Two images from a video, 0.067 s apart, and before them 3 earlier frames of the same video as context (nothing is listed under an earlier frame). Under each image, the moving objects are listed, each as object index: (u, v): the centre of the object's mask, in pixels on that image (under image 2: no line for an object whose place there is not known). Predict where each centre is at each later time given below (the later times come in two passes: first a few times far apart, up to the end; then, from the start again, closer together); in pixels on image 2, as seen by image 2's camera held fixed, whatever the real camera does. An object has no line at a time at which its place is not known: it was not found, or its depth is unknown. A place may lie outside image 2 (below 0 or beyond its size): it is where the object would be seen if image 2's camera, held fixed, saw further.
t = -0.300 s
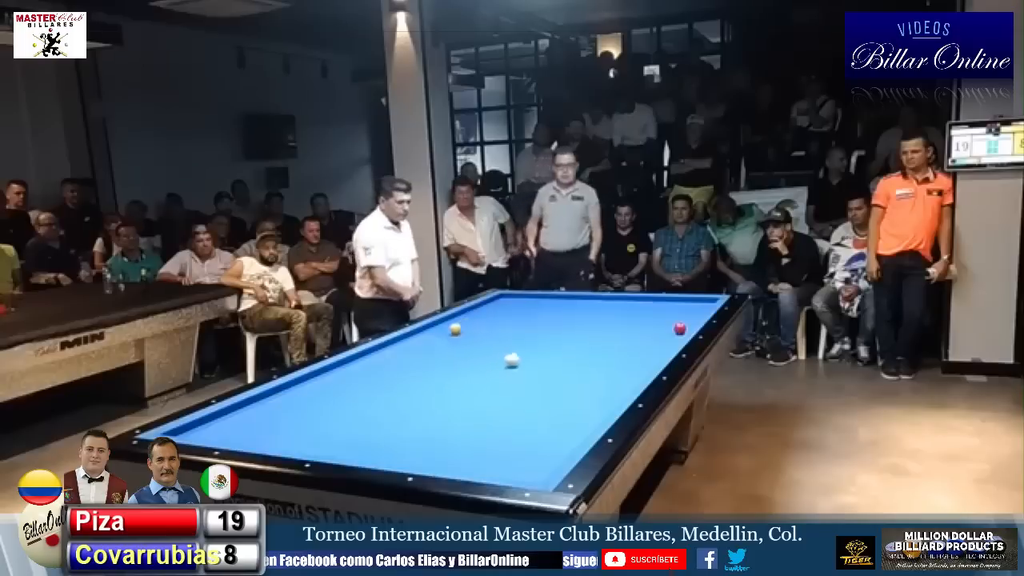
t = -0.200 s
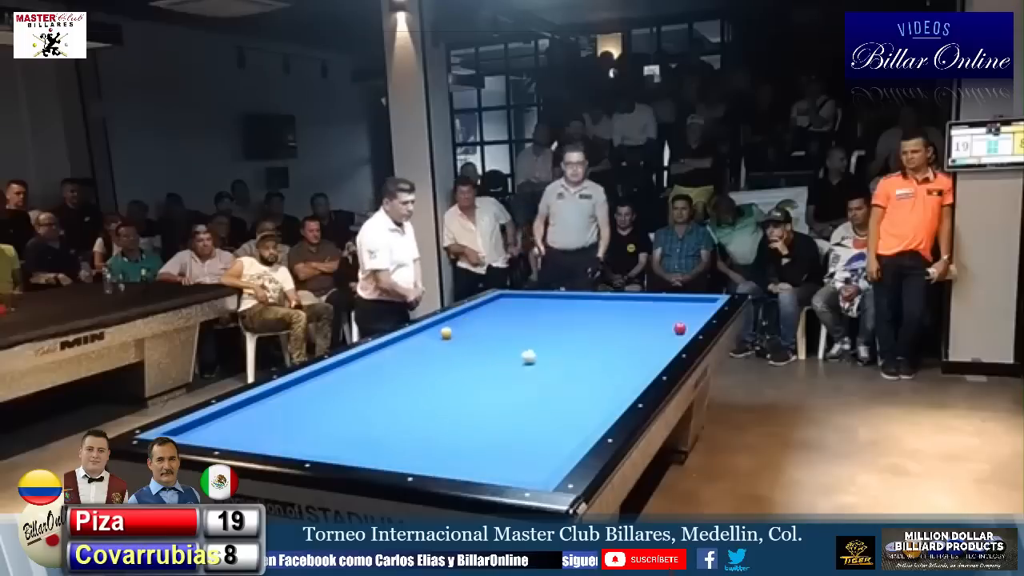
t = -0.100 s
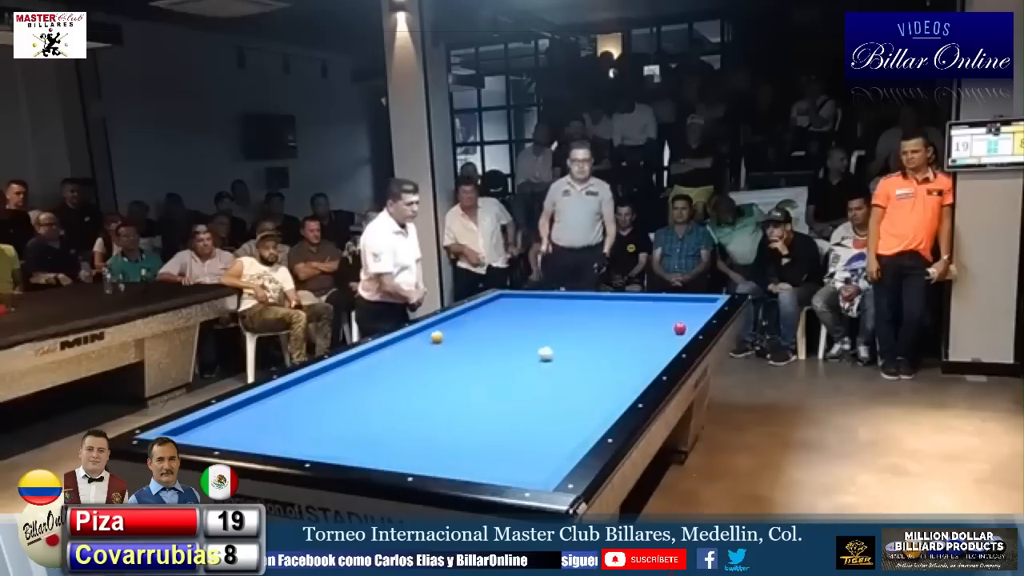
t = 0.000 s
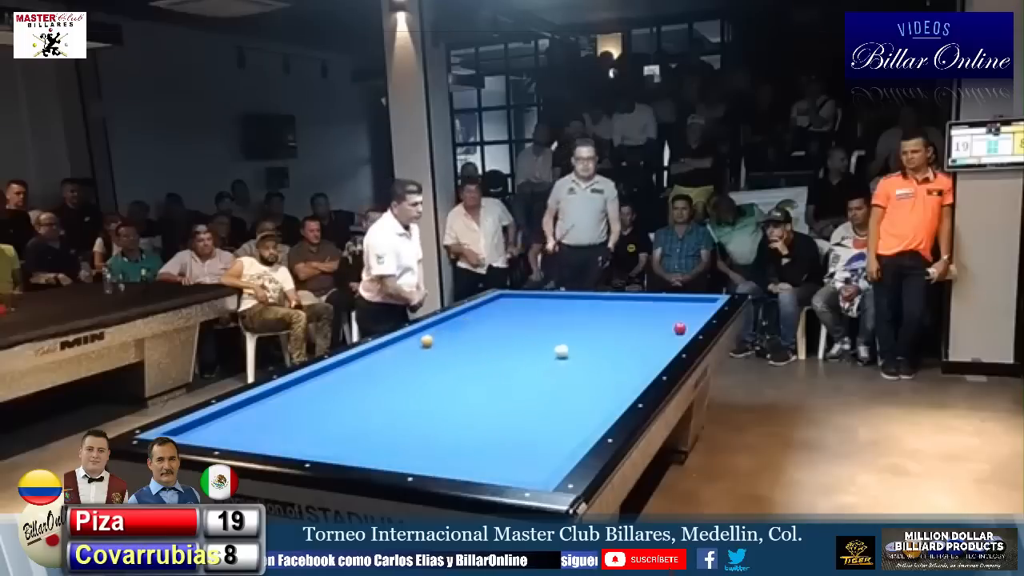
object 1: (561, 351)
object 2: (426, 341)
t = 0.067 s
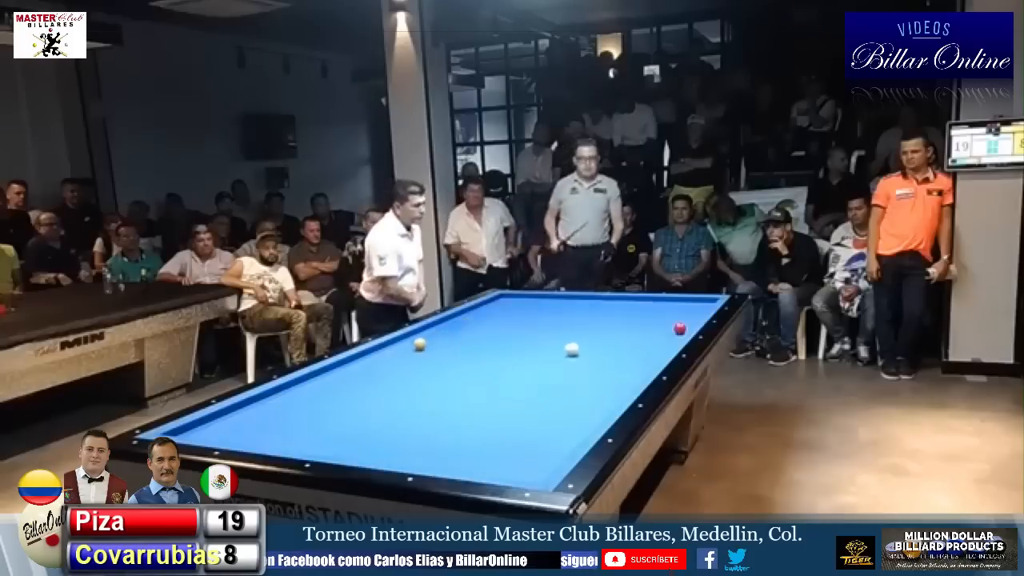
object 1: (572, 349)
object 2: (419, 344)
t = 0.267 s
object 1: (602, 343)
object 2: (398, 353)
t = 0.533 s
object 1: (641, 337)
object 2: (366, 366)
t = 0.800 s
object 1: (677, 330)
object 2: (332, 381)
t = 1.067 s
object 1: (669, 329)
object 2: (293, 398)
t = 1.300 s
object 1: (657, 329)
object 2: (255, 415)
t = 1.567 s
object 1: (644, 329)
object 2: (207, 433)
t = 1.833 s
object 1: (632, 328)
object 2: (223, 427)
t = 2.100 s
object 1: (622, 328)
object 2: (248, 416)
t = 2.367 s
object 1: (612, 327)
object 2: (270, 405)
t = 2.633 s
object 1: (602, 327)
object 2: (290, 396)
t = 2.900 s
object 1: (594, 326)
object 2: (309, 387)
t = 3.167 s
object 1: (587, 326)
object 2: (325, 380)
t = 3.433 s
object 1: (580, 325)
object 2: (340, 372)
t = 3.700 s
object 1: (573, 325)
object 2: (354, 366)
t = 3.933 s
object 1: (569, 325)
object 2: (366, 361)
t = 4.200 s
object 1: (565, 324)
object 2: (378, 355)
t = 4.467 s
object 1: (560, 323)
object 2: (389, 350)
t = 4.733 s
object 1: (557, 323)
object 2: (400, 345)
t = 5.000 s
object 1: (554, 323)
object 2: (409, 340)
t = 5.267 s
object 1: (552, 323)
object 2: (417, 337)
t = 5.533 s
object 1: (551, 323)
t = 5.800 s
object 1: (550, 322)
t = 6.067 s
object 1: (550, 322)
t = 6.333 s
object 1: (550, 322)
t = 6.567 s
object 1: (550, 322)
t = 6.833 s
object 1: (550, 322)
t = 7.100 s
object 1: (550, 322)
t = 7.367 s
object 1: (550, 322)
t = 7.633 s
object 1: (550, 322)
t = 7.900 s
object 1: (550, 322)
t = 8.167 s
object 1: (550, 322)
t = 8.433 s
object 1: (550, 322)
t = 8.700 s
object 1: (550, 322)
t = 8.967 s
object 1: (550, 322)
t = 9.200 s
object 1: (550, 322)
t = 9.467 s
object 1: (550, 322)
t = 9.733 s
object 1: (550, 322)
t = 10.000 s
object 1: (550, 322)
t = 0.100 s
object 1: (577, 348)
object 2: (416, 346)
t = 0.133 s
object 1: (582, 347)
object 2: (413, 347)
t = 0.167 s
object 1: (587, 346)
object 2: (409, 349)
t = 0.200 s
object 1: (592, 345)
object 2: (406, 350)
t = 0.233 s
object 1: (597, 344)
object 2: (402, 352)
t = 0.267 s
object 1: (602, 343)
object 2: (398, 353)
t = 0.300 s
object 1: (607, 343)
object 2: (394, 355)
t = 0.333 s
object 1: (612, 341)
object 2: (391, 356)
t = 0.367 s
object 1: (617, 341)
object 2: (387, 358)
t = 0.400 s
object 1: (622, 340)
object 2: (383, 360)
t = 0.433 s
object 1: (627, 339)
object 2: (379, 361)
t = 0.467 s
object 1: (632, 338)
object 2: (375, 363)
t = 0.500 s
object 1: (637, 338)
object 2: (371, 365)
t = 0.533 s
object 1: (641, 337)
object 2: (366, 366)
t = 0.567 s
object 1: (646, 336)
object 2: (363, 369)
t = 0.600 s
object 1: (650, 335)
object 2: (359, 370)
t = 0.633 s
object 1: (655, 334)
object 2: (354, 372)
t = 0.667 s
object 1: (659, 333)
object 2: (350, 374)
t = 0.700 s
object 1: (664, 332)
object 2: (346, 376)
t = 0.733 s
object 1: (668, 332)
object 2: (341, 377)
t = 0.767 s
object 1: (672, 331)
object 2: (337, 379)
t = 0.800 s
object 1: (677, 330)
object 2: (332, 381)
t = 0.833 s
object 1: (681, 329)
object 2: (328, 384)
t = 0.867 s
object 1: (681, 329)
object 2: (323, 386)
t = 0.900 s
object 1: (679, 330)
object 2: (318, 388)
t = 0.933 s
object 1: (676, 330)
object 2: (313, 390)
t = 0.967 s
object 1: (675, 330)
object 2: (308, 392)
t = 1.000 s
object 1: (673, 330)
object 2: (303, 394)
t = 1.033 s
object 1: (671, 329)
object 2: (298, 396)
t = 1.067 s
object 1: (669, 329)
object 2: (293, 398)
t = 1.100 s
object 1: (667, 329)
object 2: (288, 400)
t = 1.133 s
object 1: (665, 329)
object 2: (282, 403)
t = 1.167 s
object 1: (664, 329)
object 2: (277, 405)
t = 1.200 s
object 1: (662, 329)
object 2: (272, 407)
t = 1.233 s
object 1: (660, 329)
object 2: (266, 410)
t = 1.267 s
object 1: (659, 329)
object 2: (261, 412)
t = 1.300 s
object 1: (657, 329)
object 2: (255, 415)
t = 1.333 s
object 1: (655, 329)
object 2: (249, 417)
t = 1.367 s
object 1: (654, 329)
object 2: (243, 419)
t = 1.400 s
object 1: (652, 329)
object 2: (237, 422)
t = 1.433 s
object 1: (651, 329)
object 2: (231, 424)
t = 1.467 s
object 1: (649, 329)
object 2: (225, 427)
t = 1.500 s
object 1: (647, 329)
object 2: (220, 429)
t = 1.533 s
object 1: (646, 329)
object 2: (213, 431)
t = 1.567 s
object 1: (644, 329)
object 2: (207, 433)
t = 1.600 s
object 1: (643, 329)
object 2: (201, 434)
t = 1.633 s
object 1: (641, 328)
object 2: (200, 434)
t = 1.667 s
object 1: (640, 328)
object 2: (204, 434)
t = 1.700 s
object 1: (638, 329)
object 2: (209, 432)
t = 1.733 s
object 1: (637, 328)
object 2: (213, 431)
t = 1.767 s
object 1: (635, 328)
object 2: (217, 430)
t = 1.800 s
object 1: (634, 328)
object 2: (220, 429)
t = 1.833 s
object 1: (632, 328)
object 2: (223, 427)
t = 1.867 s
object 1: (631, 328)
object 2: (226, 425)
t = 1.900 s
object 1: (630, 328)
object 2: (230, 424)
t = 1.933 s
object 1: (628, 328)
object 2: (233, 422)
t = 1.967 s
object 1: (627, 328)
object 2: (236, 421)
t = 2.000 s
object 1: (626, 328)
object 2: (239, 419)
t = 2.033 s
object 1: (624, 328)
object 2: (242, 418)
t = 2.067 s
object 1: (623, 328)
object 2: (245, 417)
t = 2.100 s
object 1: (622, 328)
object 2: (248, 416)
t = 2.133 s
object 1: (620, 328)
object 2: (251, 414)
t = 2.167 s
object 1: (619, 328)
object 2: (253, 413)
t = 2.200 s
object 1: (618, 328)
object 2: (256, 412)
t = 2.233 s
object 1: (617, 328)
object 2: (259, 410)
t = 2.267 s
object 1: (615, 328)
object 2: (262, 409)
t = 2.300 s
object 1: (614, 327)
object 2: (265, 407)
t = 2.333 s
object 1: (613, 327)
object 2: (268, 406)
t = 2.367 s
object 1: (612, 327)
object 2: (270, 405)
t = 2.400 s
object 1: (610, 327)
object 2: (273, 404)
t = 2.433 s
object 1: (609, 327)
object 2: (276, 403)
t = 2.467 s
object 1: (608, 327)
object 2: (278, 402)
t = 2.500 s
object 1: (607, 327)
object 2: (281, 400)
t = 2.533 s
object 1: (606, 327)
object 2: (283, 399)
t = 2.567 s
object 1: (605, 327)
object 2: (286, 398)
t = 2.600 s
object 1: (603, 327)
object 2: (288, 397)
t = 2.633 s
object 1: (602, 327)
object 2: (290, 396)
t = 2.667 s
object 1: (601, 327)
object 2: (293, 395)
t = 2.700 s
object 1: (600, 327)
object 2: (295, 393)
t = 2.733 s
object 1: (599, 327)
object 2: (298, 392)
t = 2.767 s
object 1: (598, 327)
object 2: (300, 391)
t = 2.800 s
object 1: (597, 327)
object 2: (302, 390)
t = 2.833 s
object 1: (596, 327)
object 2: (304, 390)
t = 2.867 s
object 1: (595, 326)
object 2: (307, 389)
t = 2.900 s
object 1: (594, 326)
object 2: (309, 387)
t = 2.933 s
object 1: (593, 326)
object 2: (311, 386)
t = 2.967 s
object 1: (592, 326)
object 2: (313, 385)
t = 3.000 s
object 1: (591, 326)
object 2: (315, 385)
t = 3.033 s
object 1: (590, 326)
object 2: (317, 384)
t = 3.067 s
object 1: (589, 326)
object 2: (319, 382)
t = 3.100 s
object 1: (588, 326)
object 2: (321, 381)
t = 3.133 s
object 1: (587, 326)
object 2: (324, 381)
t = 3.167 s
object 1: (587, 326)
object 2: (325, 380)
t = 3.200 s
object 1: (585, 326)
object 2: (327, 378)
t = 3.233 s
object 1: (585, 326)
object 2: (329, 378)
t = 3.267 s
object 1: (584, 325)
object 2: (331, 377)
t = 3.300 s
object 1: (583, 325)
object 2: (333, 376)
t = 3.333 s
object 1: (582, 325)
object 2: (335, 375)
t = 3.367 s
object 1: (581, 325)
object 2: (337, 374)
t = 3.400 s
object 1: (581, 325)
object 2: (339, 373)
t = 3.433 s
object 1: (580, 325)
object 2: (340, 372)
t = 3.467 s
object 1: (579, 325)
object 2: (342, 372)
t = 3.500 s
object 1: (578, 325)
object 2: (344, 371)
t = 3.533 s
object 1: (577, 325)
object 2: (346, 370)
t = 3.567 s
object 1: (576, 325)
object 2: (348, 369)
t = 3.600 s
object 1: (576, 325)
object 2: (349, 368)
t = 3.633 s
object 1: (575, 325)
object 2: (351, 367)
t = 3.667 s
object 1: (574, 325)
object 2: (353, 367)
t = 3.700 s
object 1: (573, 325)
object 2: (354, 366)
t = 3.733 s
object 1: (573, 325)
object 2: (356, 365)
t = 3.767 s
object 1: (572, 325)
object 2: (358, 365)
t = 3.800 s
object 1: (571, 325)
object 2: (359, 364)
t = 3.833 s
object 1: (571, 325)
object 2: (361, 363)
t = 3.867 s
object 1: (570, 325)
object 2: (363, 363)
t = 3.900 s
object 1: (569, 325)
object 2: (364, 362)
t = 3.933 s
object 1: (569, 325)
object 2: (366, 361)
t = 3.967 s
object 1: (568, 324)
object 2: (367, 360)
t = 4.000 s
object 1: (568, 324)
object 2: (369, 359)
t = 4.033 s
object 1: (567, 324)
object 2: (370, 359)
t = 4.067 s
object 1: (567, 324)
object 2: (372, 358)
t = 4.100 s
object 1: (566, 324)
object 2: (373, 357)
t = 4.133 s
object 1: (566, 324)
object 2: (375, 356)
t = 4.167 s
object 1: (565, 324)
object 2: (376, 356)
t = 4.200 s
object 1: (565, 324)
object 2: (378, 355)
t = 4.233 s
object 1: (564, 324)
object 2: (379, 354)
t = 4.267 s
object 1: (563, 324)
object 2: (381, 353)
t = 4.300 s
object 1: (563, 324)
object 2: (382, 353)
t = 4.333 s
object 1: (563, 324)
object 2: (384, 352)
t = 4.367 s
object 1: (562, 324)
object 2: (385, 352)
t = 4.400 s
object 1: (561, 324)
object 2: (386, 351)
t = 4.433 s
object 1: (561, 324)
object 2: (388, 351)
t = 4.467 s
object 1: (560, 323)
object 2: (389, 350)
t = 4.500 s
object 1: (560, 323)
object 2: (390, 349)
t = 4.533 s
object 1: (560, 323)
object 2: (392, 349)
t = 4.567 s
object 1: (559, 323)
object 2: (393, 348)
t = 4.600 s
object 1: (559, 323)
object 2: (394, 347)
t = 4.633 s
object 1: (558, 323)
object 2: (395, 347)
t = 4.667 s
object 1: (558, 323)
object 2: (397, 346)
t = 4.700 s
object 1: (558, 323)
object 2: (398, 345)
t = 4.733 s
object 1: (557, 323)
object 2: (400, 345)
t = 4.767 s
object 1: (557, 323)
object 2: (401, 344)
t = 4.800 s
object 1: (556, 323)
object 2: (402, 344)
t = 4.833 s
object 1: (556, 323)
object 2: (403, 344)
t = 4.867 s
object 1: (556, 323)
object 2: (404, 343)
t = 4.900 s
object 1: (556, 323)
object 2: (405, 342)
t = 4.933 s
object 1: (555, 323)
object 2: (407, 342)
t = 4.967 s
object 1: (555, 323)
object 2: (408, 341)
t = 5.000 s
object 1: (554, 323)
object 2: (409, 340)
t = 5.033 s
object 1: (554, 323)
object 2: (410, 340)
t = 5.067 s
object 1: (554, 323)
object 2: (411, 339)
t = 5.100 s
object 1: (553, 323)
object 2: (412, 339)
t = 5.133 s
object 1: (553, 323)
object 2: (413, 338)
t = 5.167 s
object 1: (553, 323)
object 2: (414, 338)
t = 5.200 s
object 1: (553, 323)
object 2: (415, 338)
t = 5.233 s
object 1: (552, 323)
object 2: (416, 337)
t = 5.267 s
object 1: (552, 323)
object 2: (417, 337)
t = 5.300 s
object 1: (552, 323)
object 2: (418, 337)
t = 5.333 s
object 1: (552, 323)
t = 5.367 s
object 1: (552, 323)
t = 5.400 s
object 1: (551, 323)
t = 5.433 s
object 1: (551, 323)
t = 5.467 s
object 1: (551, 323)
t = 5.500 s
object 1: (551, 323)
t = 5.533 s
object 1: (551, 323)
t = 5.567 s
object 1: (551, 322)
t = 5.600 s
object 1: (551, 322)
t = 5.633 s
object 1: (551, 322)
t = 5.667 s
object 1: (550, 322)
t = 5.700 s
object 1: (550, 322)
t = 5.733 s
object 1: (550, 322)
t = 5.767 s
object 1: (550, 322)
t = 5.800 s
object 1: (550, 322)
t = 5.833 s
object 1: (550, 322)
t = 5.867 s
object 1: (550, 322)
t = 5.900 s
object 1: (550, 322)
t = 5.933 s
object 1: (550, 322)
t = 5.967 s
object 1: (550, 322)
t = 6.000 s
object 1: (550, 322)
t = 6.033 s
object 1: (550, 322)
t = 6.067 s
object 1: (550, 322)
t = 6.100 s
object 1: (550, 322)
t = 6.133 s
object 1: (550, 322)
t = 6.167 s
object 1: (550, 322)
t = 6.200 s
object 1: (550, 322)
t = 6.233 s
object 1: (550, 322)
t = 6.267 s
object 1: (550, 322)
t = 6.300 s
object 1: (550, 322)
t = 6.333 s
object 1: (550, 322)
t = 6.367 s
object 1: (550, 322)
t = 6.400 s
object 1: (550, 322)
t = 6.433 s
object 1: (550, 322)
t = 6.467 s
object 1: (550, 322)
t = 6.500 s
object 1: (550, 322)
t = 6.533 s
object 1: (550, 322)
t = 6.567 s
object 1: (550, 322)
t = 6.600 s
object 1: (550, 322)
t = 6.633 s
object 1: (550, 322)
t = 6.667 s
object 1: (550, 322)
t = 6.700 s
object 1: (550, 322)
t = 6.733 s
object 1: (550, 322)
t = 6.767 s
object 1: (550, 322)
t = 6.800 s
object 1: (550, 322)
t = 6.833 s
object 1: (550, 322)
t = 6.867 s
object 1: (550, 322)
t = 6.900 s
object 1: (550, 322)
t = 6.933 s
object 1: (550, 322)
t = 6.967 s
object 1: (550, 322)
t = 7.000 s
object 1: (550, 322)
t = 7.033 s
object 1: (550, 322)
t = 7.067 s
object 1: (550, 322)
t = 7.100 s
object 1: (550, 322)
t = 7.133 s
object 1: (550, 322)
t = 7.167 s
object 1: (550, 322)
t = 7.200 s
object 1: (550, 322)
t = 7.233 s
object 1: (550, 322)
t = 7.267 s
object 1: (550, 322)
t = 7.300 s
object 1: (550, 322)
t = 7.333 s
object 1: (550, 322)
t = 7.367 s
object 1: (550, 322)
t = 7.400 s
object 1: (549, 322)
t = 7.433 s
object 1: (549, 322)
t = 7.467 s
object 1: (549, 322)
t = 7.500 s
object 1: (549, 322)
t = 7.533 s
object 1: (549, 322)
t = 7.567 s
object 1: (549, 322)
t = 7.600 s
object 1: (549, 322)
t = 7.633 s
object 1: (550, 322)
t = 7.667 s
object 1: (550, 322)
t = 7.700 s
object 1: (550, 322)
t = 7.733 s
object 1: (550, 322)
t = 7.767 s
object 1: (550, 322)
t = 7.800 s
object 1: (550, 322)
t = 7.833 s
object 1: (550, 322)
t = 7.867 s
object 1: (550, 322)
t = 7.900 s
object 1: (550, 322)
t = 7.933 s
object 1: (550, 322)
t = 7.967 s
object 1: (550, 322)
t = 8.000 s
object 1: (550, 322)
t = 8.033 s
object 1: (550, 322)
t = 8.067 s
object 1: (550, 322)
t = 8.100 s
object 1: (550, 322)
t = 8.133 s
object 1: (550, 322)
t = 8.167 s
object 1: (550, 322)
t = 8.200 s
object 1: (550, 322)
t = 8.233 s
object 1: (550, 322)
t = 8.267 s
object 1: (550, 322)
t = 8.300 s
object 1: (550, 322)
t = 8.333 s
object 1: (550, 322)
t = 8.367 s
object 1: (550, 322)
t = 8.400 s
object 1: (550, 322)
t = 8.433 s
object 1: (550, 322)
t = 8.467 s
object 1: (550, 322)
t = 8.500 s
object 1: (550, 322)
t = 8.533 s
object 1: (550, 322)
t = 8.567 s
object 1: (550, 322)
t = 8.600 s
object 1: (550, 322)
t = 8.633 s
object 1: (550, 322)
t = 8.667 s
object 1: (550, 322)
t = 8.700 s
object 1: (550, 322)
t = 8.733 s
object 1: (550, 322)
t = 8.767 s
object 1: (550, 322)
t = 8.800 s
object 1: (550, 322)
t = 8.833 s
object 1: (550, 322)
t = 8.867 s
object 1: (550, 322)
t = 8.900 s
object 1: (550, 322)
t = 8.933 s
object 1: (550, 322)
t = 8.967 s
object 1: (550, 322)
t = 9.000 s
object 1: (550, 322)
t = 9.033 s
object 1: (550, 322)
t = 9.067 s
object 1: (550, 322)
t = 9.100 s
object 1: (550, 322)
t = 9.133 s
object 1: (550, 322)
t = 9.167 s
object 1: (550, 322)
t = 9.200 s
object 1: (550, 322)
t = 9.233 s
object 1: (550, 322)
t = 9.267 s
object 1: (550, 322)
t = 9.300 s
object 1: (550, 322)
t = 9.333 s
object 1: (550, 322)
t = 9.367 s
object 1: (550, 322)
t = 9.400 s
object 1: (550, 322)
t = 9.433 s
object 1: (550, 322)
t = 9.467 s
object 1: (550, 322)
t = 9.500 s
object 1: (550, 322)
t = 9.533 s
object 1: (550, 322)
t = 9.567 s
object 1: (550, 322)
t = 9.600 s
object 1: (550, 322)
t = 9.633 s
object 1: (550, 322)
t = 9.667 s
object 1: (550, 322)
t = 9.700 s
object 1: (550, 322)
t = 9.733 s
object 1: (550, 322)
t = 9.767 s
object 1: (550, 322)
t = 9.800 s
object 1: (550, 322)
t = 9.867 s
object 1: (550, 322)
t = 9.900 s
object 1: (550, 322)
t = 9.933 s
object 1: (550, 322)
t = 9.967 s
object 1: (550, 322)
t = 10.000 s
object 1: (550, 322)
